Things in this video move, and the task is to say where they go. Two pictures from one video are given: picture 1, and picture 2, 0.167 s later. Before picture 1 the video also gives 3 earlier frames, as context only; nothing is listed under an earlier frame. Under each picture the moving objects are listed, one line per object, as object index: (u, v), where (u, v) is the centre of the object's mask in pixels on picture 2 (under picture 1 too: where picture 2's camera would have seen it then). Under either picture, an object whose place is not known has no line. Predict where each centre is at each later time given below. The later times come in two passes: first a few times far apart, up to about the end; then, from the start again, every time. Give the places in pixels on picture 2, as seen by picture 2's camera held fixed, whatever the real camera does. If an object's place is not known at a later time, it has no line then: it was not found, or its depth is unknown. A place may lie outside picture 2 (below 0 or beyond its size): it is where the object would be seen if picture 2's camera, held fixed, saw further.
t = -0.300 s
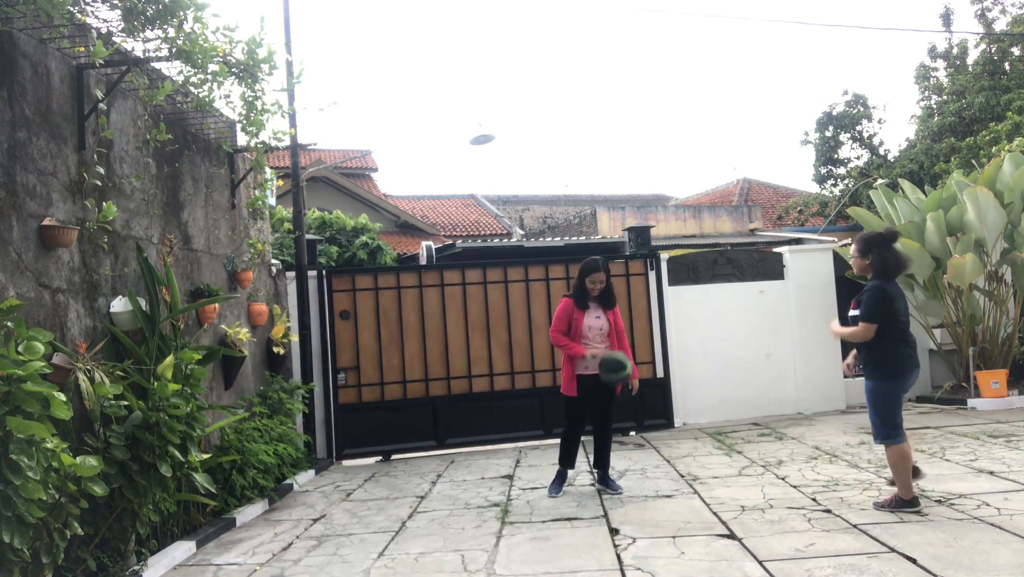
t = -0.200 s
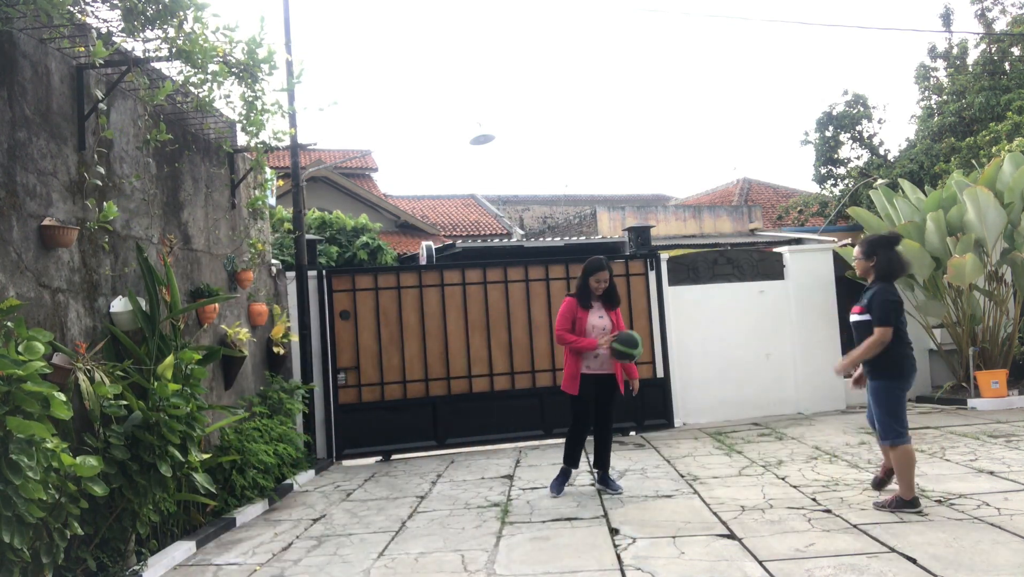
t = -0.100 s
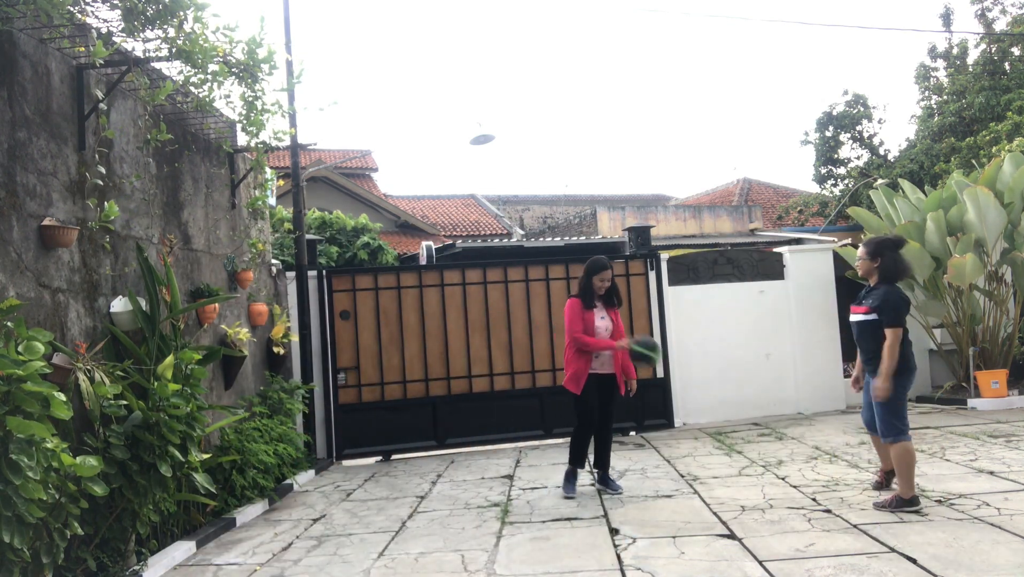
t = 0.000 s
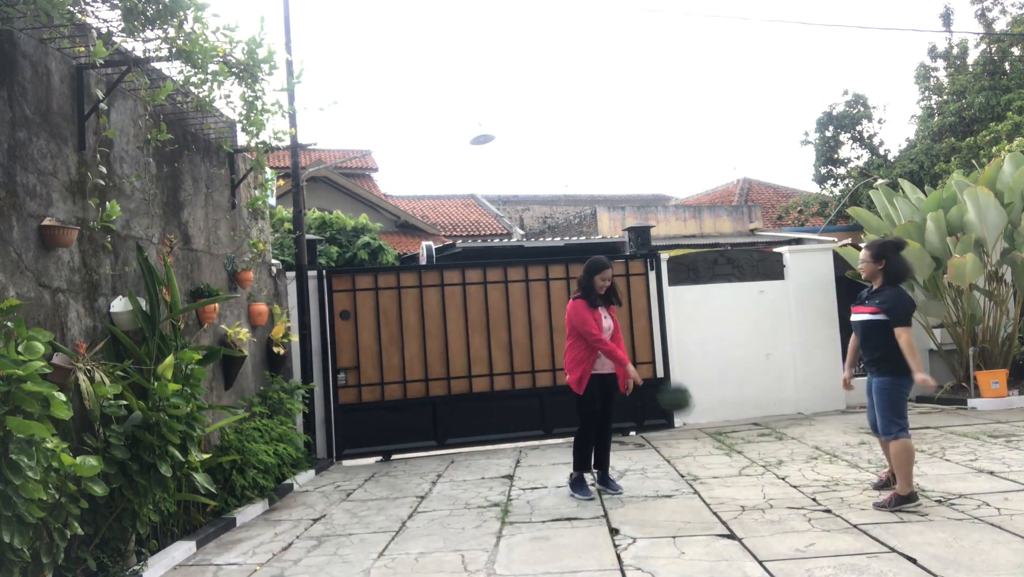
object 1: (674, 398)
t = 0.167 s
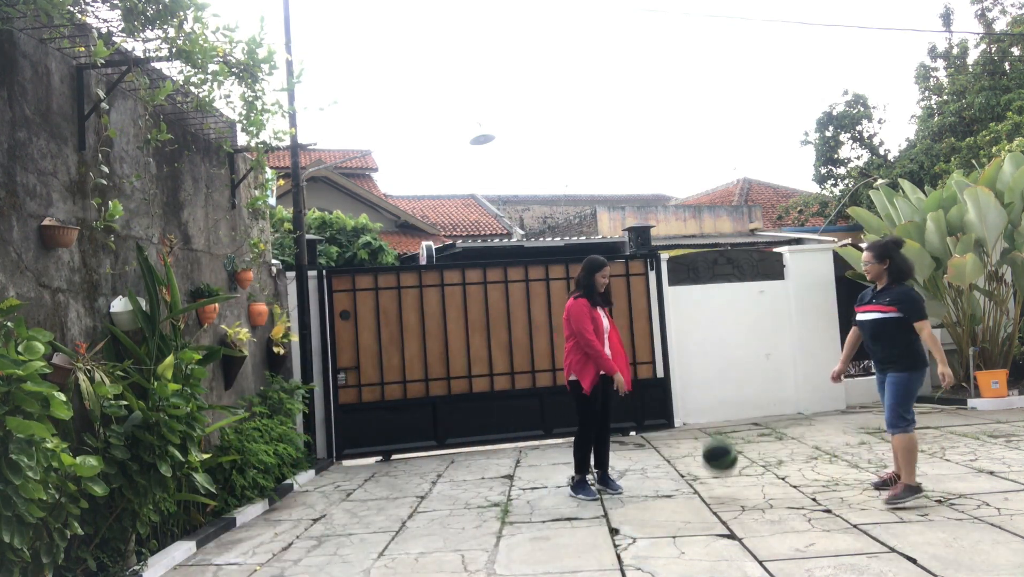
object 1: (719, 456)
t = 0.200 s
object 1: (722, 437)
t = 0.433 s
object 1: (742, 349)
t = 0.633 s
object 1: (765, 342)
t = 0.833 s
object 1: (794, 395)
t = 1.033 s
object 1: (823, 461)
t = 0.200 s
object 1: (722, 437)
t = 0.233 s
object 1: (724, 418)
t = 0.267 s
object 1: (726, 403)
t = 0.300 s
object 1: (729, 388)
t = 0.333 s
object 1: (732, 376)
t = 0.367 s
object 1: (735, 365)
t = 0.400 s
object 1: (739, 356)
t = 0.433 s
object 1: (742, 349)
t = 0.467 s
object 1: (746, 343)
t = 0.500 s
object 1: (749, 340)
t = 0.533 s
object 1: (753, 338)
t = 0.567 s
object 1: (757, 338)
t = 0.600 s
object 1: (761, 339)
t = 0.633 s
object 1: (765, 342)
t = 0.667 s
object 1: (770, 347)
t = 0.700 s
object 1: (775, 353)
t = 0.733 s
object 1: (779, 361)
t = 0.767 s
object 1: (784, 371)
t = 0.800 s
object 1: (789, 383)
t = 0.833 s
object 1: (794, 395)
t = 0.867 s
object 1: (800, 410)
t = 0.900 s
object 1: (805, 426)
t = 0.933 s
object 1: (811, 444)
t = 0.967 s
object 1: (816, 465)
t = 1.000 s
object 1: (822, 479)
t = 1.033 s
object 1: (823, 461)
